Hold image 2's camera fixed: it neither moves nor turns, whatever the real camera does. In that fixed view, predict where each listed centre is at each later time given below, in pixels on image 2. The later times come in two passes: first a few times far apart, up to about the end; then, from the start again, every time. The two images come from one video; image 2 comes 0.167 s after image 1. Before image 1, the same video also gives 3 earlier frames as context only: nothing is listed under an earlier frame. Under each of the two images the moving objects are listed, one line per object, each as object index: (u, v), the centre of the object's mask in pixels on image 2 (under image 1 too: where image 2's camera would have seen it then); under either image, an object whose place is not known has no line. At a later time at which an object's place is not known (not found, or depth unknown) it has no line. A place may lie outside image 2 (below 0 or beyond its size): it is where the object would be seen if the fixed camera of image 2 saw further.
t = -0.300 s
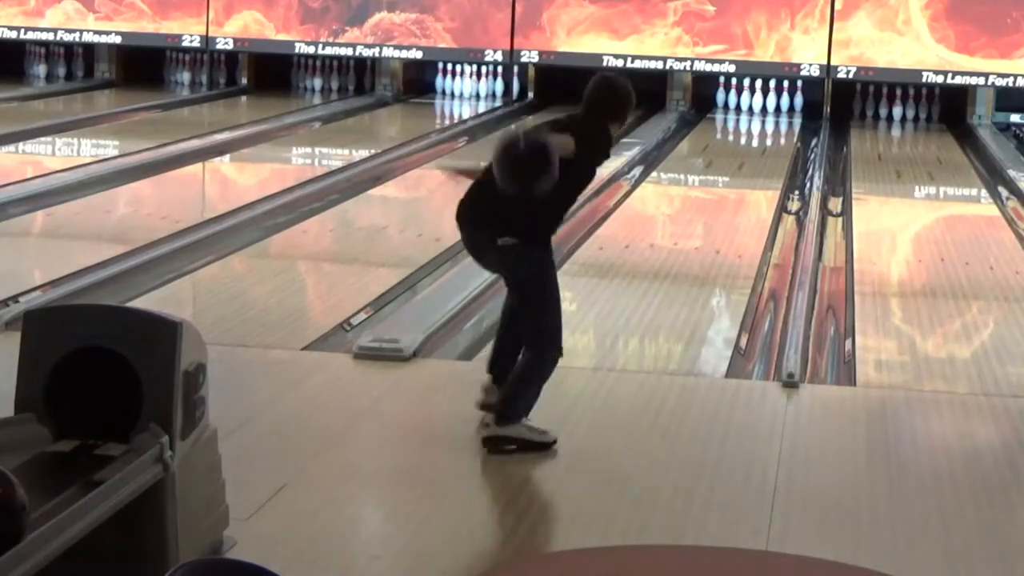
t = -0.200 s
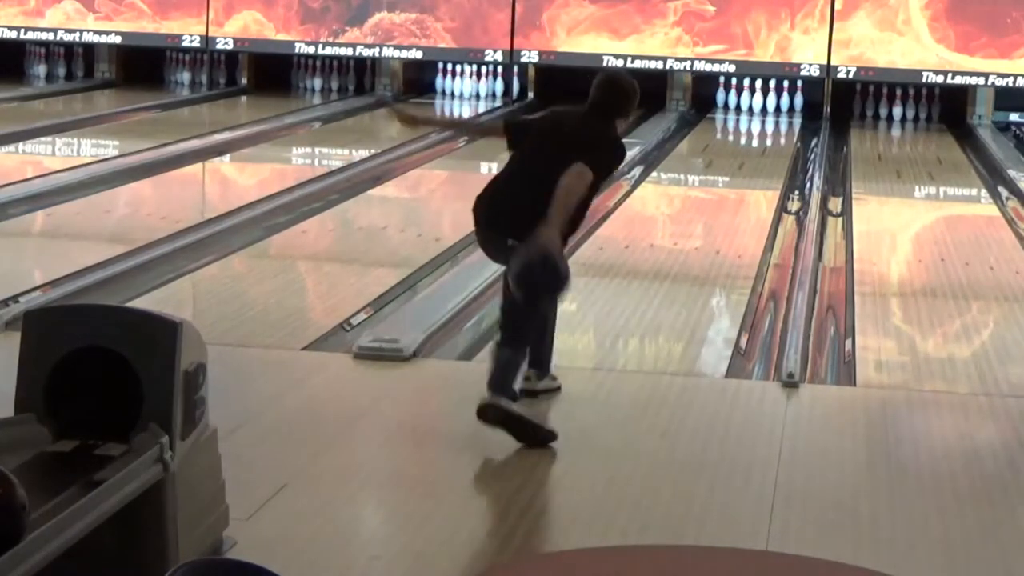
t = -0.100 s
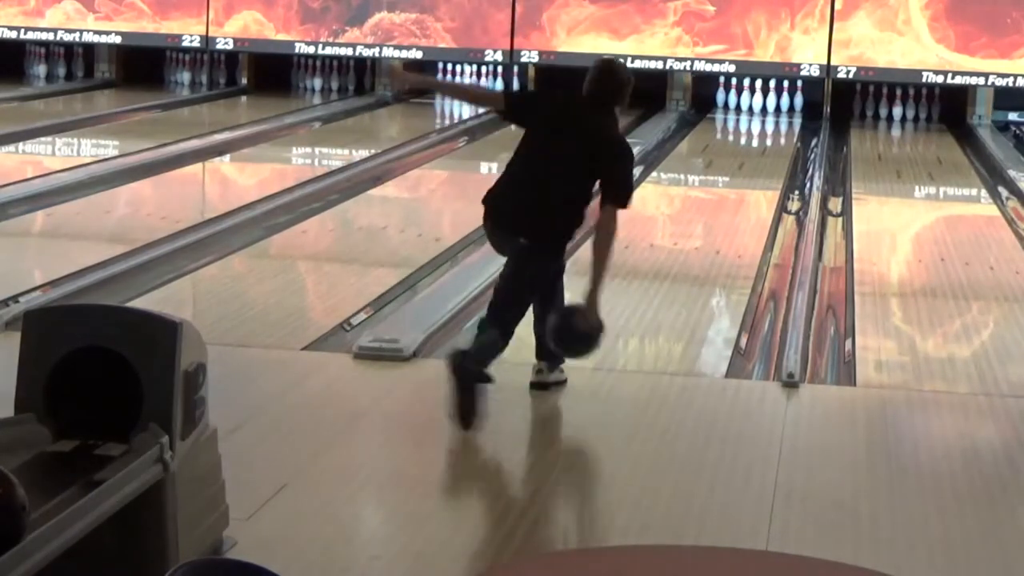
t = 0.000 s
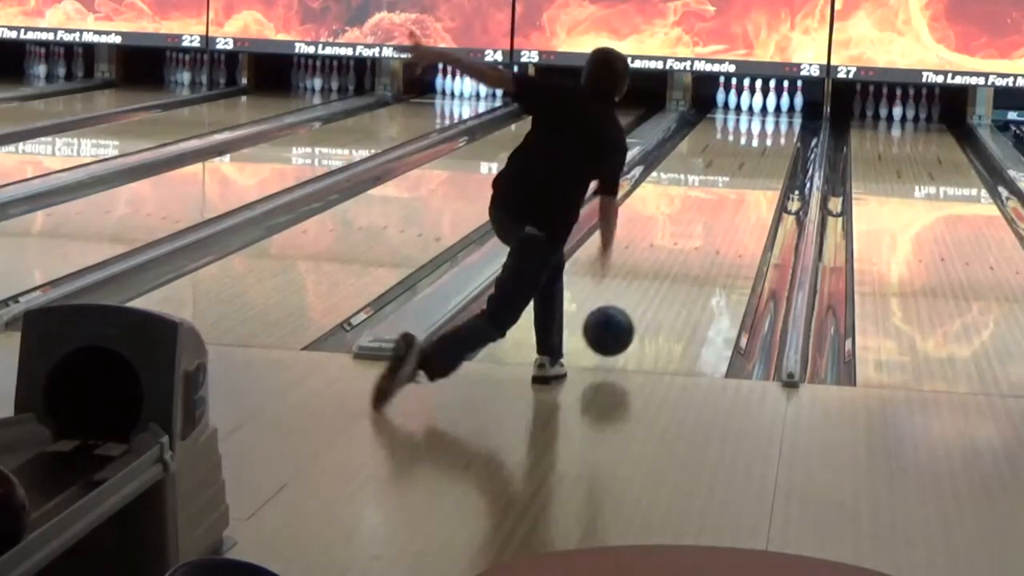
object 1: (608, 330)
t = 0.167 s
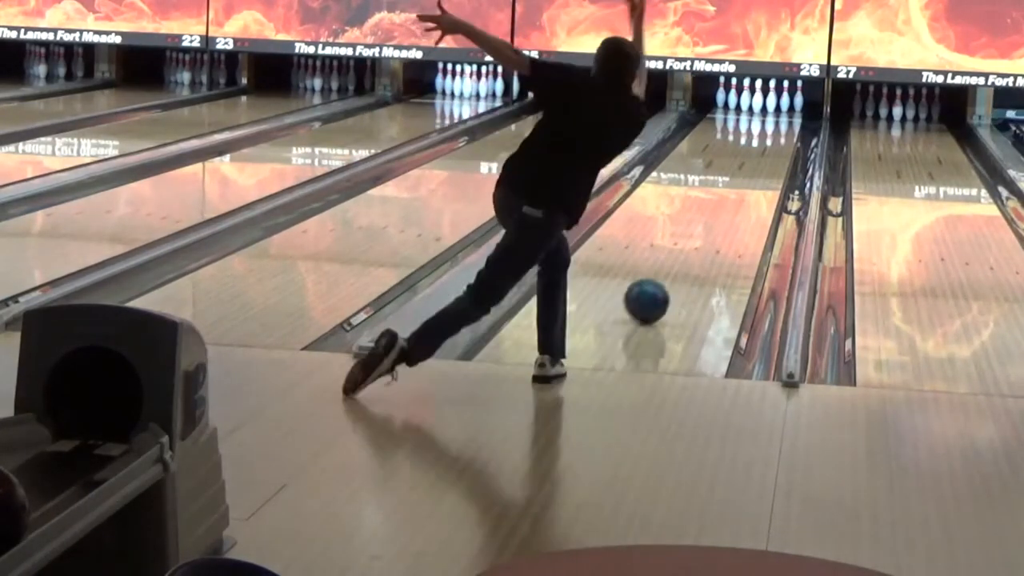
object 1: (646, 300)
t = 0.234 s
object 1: (659, 286)
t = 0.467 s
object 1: (696, 243)
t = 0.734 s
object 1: (725, 207)
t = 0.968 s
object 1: (744, 183)
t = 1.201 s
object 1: (759, 163)
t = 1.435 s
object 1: (769, 147)
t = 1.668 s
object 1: (776, 133)
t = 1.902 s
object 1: (776, 122)
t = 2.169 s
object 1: (770, 111)
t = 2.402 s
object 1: (760, 103)
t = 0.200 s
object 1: (653, 293)
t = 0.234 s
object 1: (659, 286)
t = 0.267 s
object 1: (665, 279)
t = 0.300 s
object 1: (671, 272)
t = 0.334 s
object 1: (676, 265)
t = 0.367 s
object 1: (682, 260)
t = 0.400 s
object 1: (686, 254)
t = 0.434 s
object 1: (691, 248)
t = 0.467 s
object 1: (696, 243)
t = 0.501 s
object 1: (700, 238)
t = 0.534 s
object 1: (704, 232)
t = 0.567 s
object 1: (708, 228)
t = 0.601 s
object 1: (712, 224)
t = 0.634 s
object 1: (715, 220)
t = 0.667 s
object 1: (719, 215)
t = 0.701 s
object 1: (722, 211)
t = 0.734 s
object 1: (725, 207)
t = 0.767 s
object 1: (728, 203)
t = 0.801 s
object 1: (732, 199)
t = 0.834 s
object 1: (734, 196)
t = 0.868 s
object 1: (737, 192)
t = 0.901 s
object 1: (739, 189)
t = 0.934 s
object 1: (742, 186)
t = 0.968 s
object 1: (744, 183)
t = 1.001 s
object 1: (747, 179)
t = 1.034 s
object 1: (749, 177)
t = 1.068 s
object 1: (751, 174)
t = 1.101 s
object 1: (753, 171)
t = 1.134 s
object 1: (755, 168)
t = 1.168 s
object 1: (757, 165)
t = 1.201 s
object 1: (759, 163)
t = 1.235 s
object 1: (761, 160)
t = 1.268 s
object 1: (762, 158)
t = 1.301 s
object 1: (764, 156)
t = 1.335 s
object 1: (765, 154)
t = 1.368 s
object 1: (766, 152)
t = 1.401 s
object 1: (768, 150)
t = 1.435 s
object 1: (769, 147)
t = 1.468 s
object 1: (770, 145)
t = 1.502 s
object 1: (771, 143)
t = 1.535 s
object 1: (772, 141)
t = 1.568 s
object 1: (773, 139)
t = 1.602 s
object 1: (774, 137)
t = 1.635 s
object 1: (775, 135)
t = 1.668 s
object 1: (776, 133)
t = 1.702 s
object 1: (776, 131)
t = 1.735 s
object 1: (776, 130)
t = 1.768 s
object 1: (776, 128)
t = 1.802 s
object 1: (776, 127)
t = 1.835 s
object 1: (776, 125)
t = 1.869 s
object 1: (776, 123)
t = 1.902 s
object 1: (776, 122)
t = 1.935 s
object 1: (775, 121)
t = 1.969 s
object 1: (774, 119)
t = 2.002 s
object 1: (774, 118)
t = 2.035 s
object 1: (773, 116)
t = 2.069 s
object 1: (772, 115)
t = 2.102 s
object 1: (772, 113)
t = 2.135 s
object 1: (770, 112)
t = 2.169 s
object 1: (770, 111)
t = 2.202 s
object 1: (768, 109)
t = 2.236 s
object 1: (766, 108)
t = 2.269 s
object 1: (764, 107)
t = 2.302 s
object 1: (762, 106)
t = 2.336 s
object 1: (761, 106)
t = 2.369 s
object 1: (761, 105)
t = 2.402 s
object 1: (760, 103)
